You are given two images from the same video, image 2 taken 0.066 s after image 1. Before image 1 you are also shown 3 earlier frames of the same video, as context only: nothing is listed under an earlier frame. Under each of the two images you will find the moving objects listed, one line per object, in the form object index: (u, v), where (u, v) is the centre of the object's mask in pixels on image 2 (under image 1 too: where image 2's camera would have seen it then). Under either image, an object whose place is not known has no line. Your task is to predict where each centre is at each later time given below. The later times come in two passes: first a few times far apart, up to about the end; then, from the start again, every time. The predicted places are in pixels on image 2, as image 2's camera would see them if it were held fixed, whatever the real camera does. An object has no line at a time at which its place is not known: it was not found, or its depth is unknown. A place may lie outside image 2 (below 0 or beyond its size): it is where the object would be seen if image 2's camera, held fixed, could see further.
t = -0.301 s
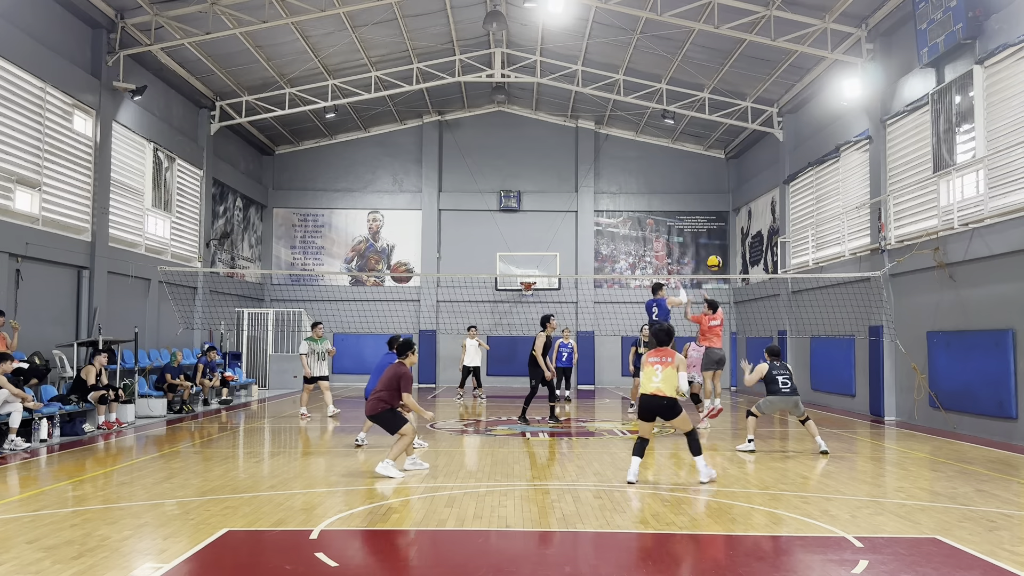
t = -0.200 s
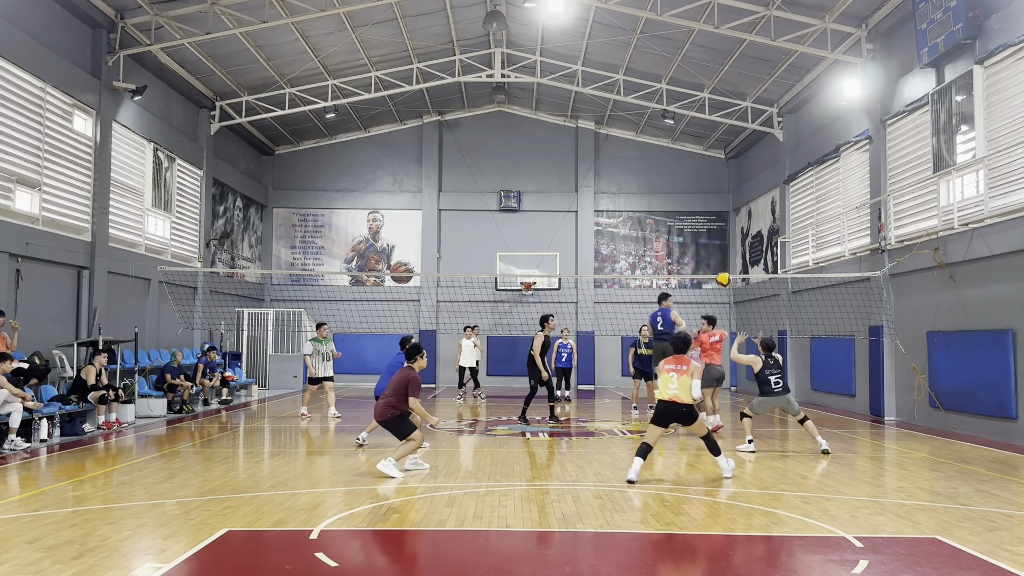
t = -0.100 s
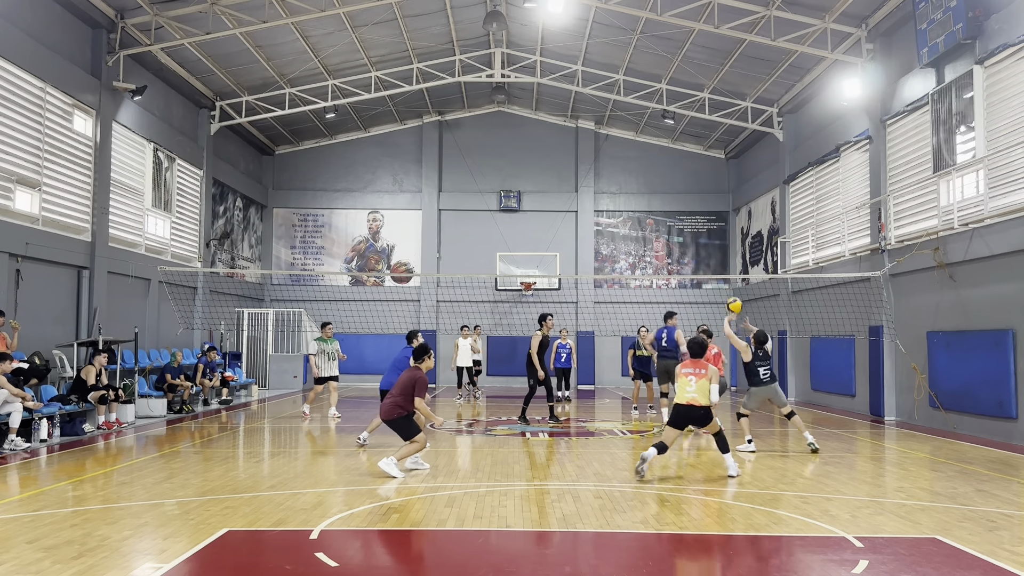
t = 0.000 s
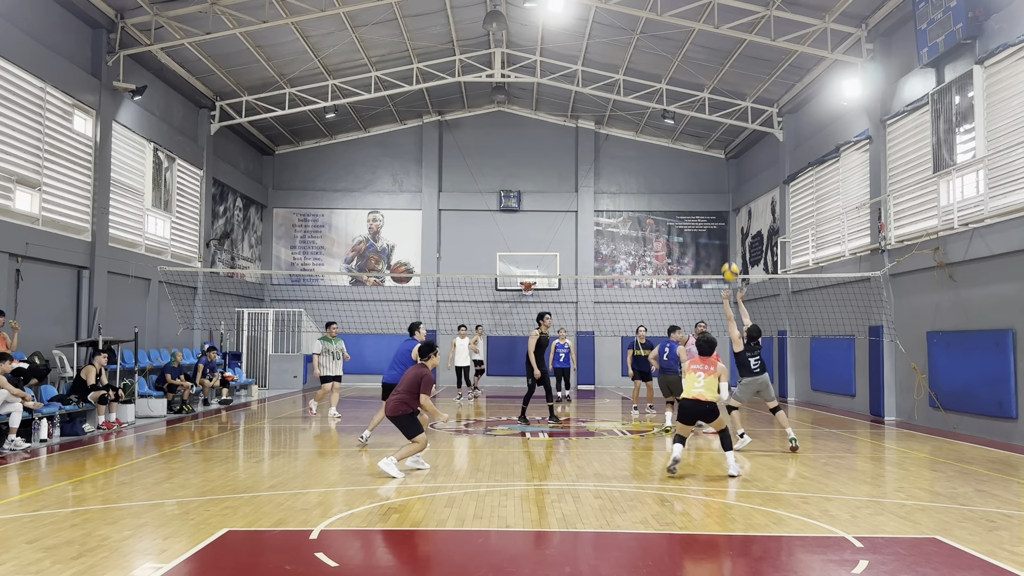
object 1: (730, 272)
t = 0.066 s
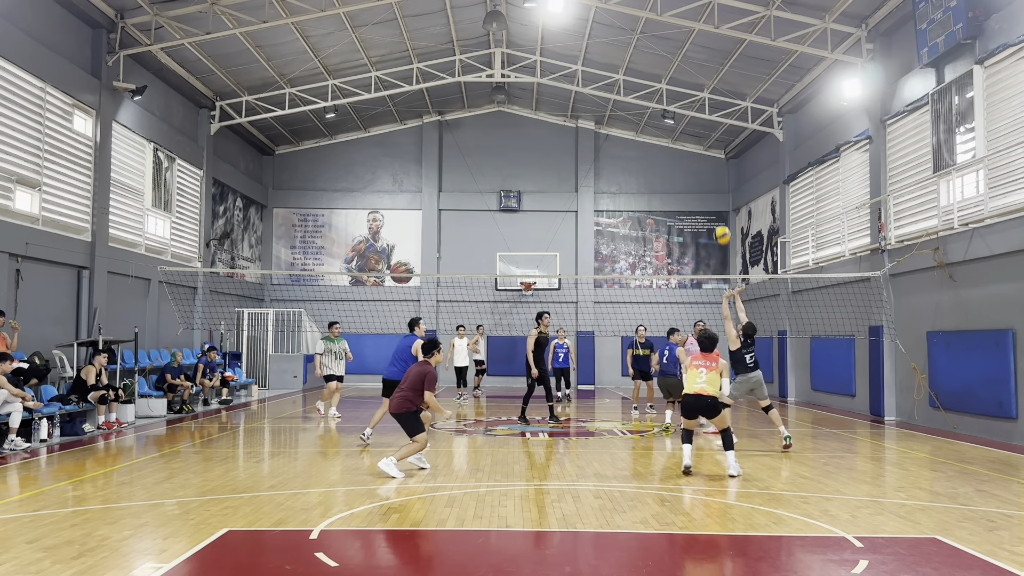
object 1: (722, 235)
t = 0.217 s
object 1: (704, 166)
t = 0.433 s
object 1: (680, 100)
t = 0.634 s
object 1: (658, 72)
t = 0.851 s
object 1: (635, 74)
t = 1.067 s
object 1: (611, 113)
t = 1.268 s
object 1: (590, 178)
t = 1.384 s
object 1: (579, 230)
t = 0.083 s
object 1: (720, 227)
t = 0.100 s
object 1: (718, 218)
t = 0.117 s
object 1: (716, 210)
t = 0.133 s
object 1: (714, 202)
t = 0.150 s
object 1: (712, 195)
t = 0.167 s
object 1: (710, 187)
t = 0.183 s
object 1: (708, 180)
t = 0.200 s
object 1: (706, 173)
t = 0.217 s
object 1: (704, 166)
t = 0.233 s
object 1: (702, 160)
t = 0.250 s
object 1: (700, 154)
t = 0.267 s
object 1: (698, 148)
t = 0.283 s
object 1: (697, 142)
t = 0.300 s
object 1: (695, 137)
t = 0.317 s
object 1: (693, 131)
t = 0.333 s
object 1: (692, 126)
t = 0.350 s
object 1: (690, 121)
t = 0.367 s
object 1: (688, 116)
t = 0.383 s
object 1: (686, 112)
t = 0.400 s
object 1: (684, 108)
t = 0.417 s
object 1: (682, 104)
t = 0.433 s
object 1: (680, 100)
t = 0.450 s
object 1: (678, 97)
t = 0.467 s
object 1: (677, 93)
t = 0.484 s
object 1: (675, 90)
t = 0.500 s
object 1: (673, 87)
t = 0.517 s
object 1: (671, 84)
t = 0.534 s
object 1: (669, 82)
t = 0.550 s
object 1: (667, 80)
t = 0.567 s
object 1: (666, 77)
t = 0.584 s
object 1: (664, 76)
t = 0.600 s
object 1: (662, 74)
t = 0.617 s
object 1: (660, 73)
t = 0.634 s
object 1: (658, 72)
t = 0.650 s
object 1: (657, 70)
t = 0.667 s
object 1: (655, 70)
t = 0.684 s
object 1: (653, 69)
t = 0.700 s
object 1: (651, 69)
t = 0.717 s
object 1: (649, 68)
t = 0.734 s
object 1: (648, 69)
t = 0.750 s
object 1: (646, 69)
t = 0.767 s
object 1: (644, 69)
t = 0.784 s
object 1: (642, 70)
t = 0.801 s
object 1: (640, 71)
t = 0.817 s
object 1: (638, 72)
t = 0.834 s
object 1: (637, 73)
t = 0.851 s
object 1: (635, 74)
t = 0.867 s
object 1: (633, 76)
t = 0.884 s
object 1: (631, 78)
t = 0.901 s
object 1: (629, 80)
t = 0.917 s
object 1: (627, 83)
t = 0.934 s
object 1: (626, 85)
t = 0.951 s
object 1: (624, 88)
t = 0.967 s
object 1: (622, 90)
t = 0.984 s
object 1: (620, 94)
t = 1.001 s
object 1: (618, 97)
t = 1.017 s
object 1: (617, 101)
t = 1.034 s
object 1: (615, 105)
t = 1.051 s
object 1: (613, 109)
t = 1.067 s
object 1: (611, 113)
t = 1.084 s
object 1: (610, 117)
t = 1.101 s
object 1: (608, 122)
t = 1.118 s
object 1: (606, 126)
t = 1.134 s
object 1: (604, 131)
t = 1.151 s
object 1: (602, 137)
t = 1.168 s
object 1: (601, 142)
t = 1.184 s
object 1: (599, 148)
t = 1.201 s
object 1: (597, 153)
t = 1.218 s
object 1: (596, 160)
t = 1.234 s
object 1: (594, 166)
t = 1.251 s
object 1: (592, 171)
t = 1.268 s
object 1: (590, 178)
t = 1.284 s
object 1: (589, 185)
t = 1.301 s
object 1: (587, 192)
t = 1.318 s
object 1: (585, 199)
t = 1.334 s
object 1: (583, 206)
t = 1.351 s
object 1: (582, 214)
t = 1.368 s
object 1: (580, 222)
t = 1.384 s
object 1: (579, 230)
